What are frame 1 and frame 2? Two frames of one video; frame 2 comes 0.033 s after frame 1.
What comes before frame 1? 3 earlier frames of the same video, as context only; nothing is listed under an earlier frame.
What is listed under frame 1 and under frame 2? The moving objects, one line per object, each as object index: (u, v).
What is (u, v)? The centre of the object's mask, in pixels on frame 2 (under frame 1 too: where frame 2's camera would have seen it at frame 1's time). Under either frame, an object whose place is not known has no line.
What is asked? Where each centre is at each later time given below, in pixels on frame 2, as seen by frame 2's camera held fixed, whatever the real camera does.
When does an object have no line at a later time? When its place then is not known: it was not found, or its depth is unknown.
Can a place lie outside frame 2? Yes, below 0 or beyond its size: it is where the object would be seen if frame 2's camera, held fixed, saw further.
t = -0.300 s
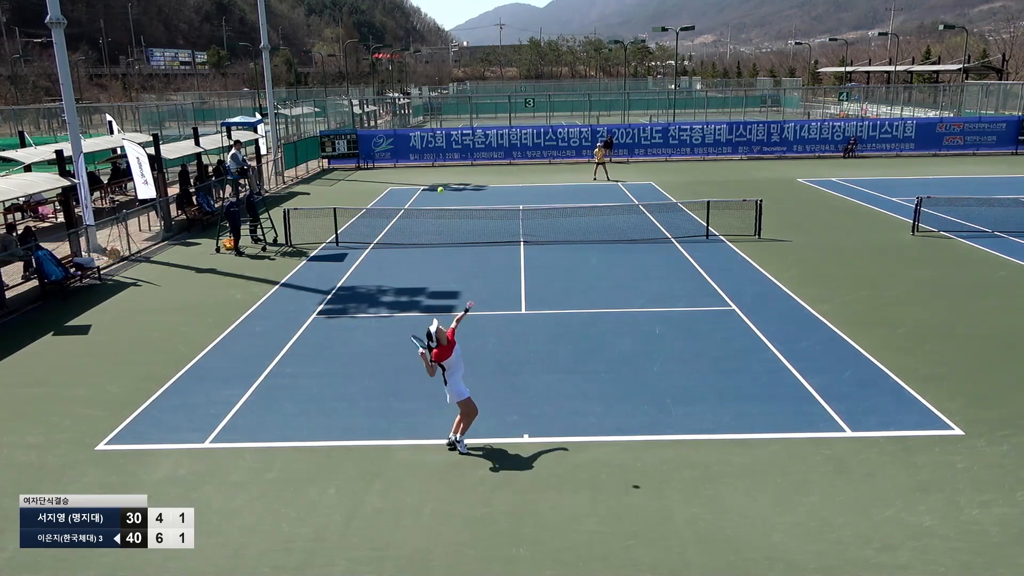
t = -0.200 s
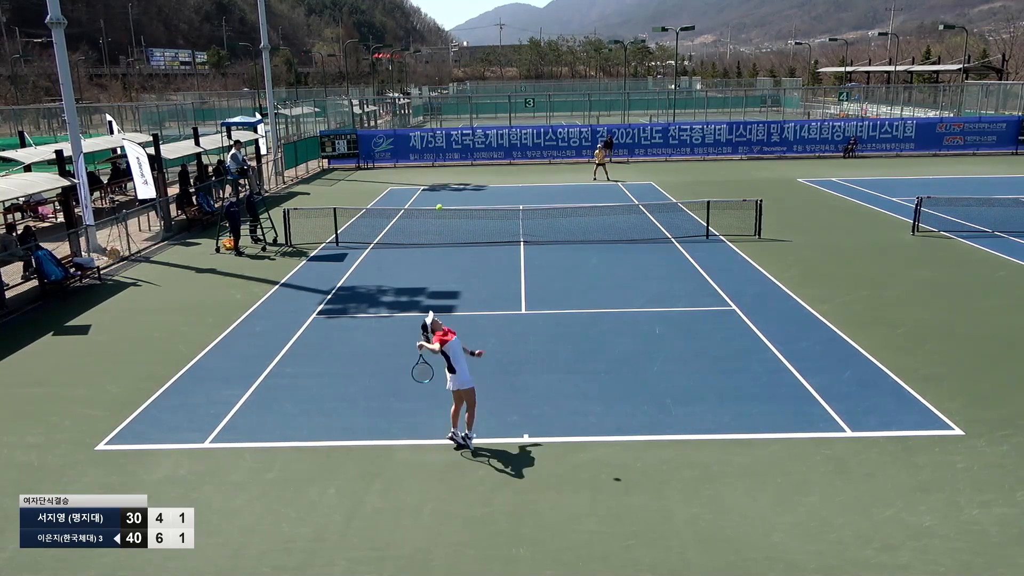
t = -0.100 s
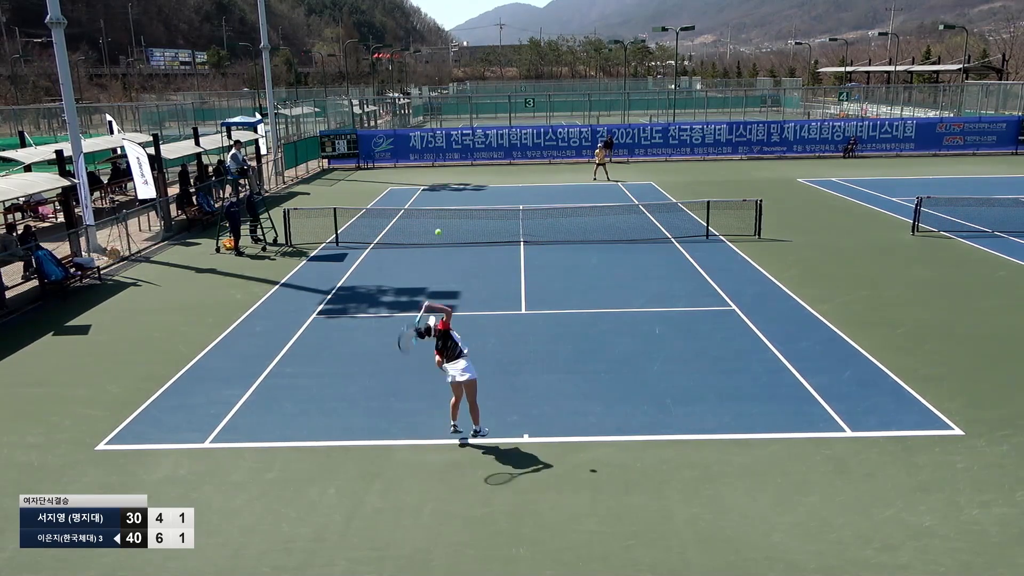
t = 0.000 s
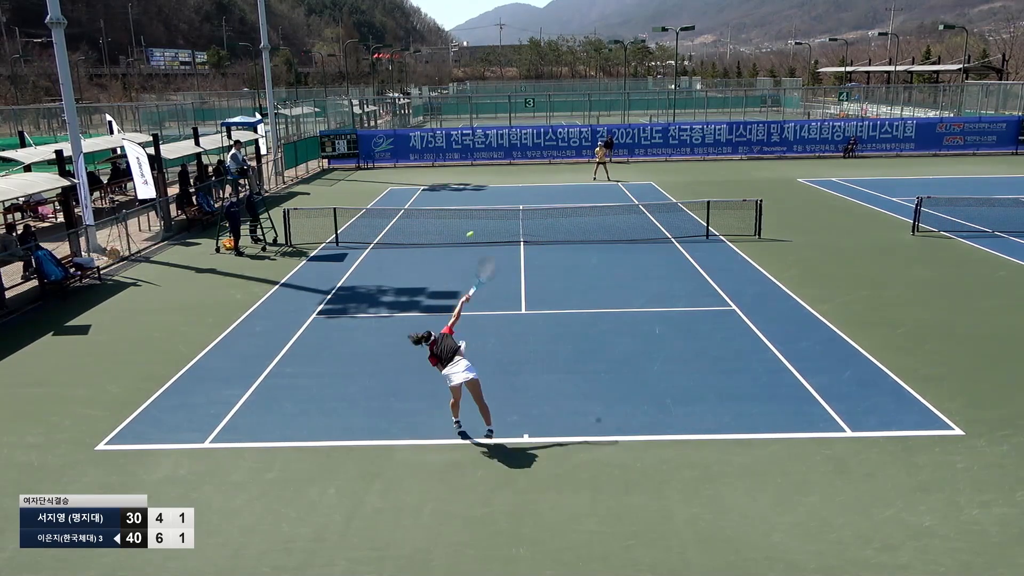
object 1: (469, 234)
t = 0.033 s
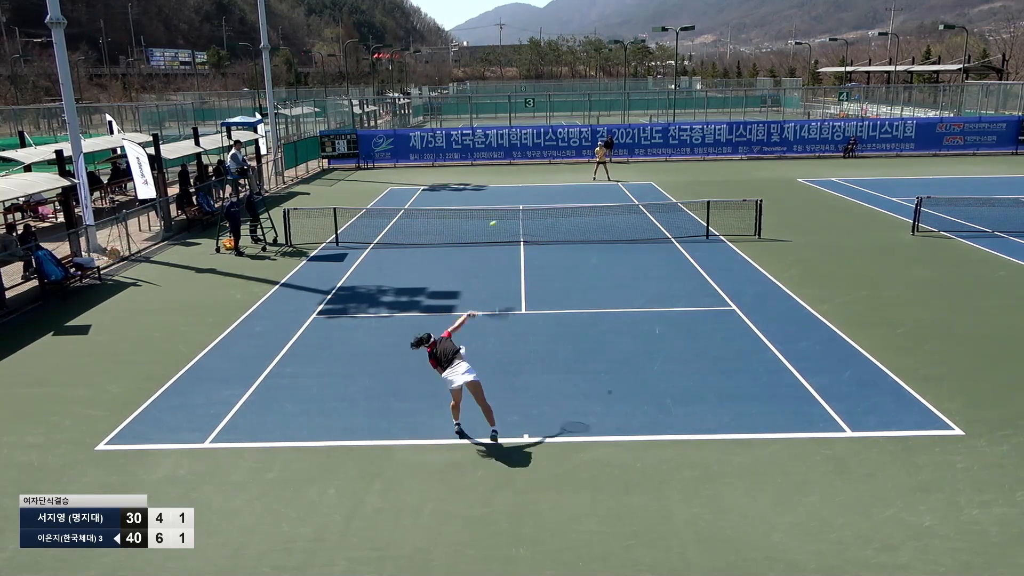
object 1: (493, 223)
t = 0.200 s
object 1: (561, 198)
